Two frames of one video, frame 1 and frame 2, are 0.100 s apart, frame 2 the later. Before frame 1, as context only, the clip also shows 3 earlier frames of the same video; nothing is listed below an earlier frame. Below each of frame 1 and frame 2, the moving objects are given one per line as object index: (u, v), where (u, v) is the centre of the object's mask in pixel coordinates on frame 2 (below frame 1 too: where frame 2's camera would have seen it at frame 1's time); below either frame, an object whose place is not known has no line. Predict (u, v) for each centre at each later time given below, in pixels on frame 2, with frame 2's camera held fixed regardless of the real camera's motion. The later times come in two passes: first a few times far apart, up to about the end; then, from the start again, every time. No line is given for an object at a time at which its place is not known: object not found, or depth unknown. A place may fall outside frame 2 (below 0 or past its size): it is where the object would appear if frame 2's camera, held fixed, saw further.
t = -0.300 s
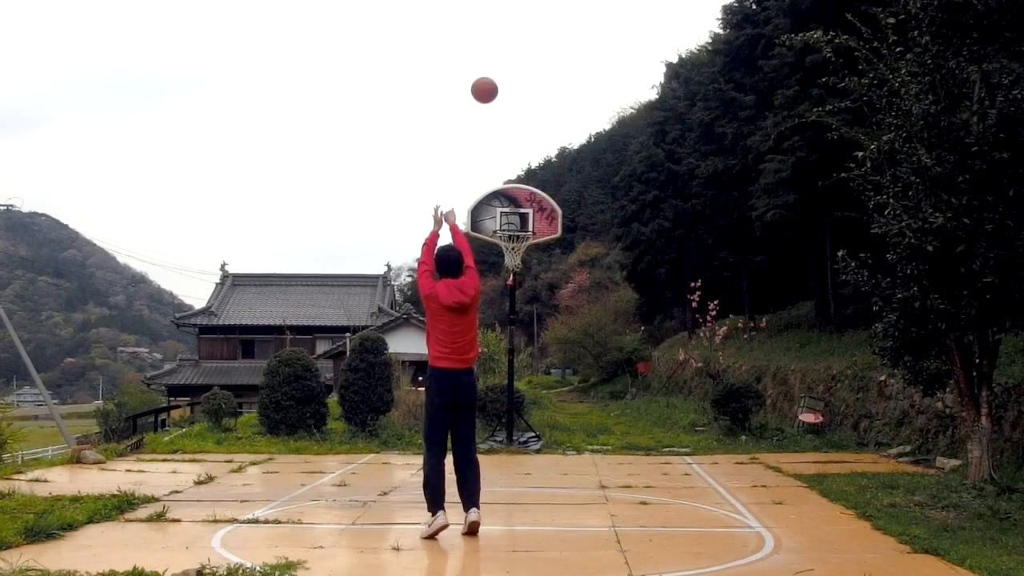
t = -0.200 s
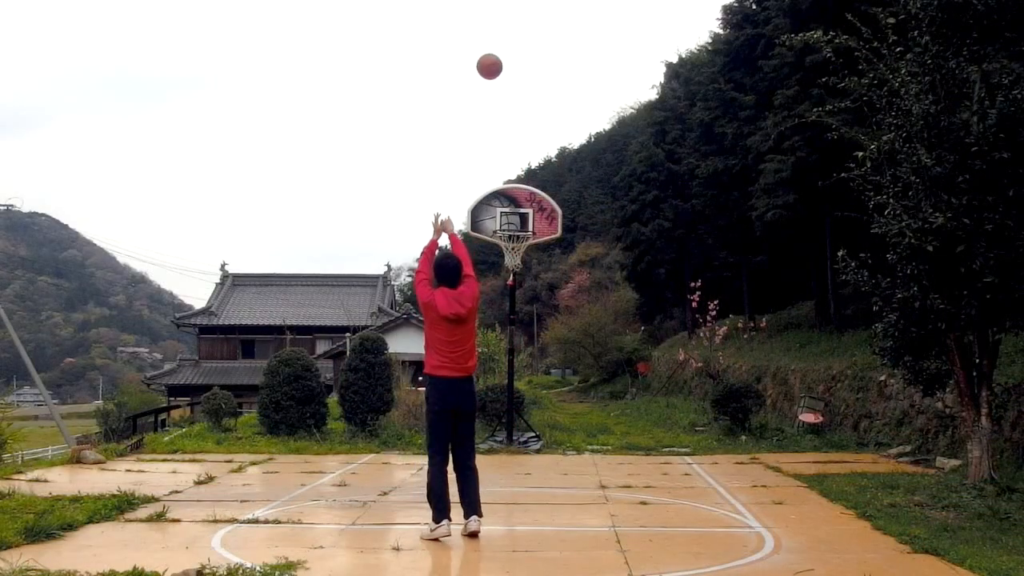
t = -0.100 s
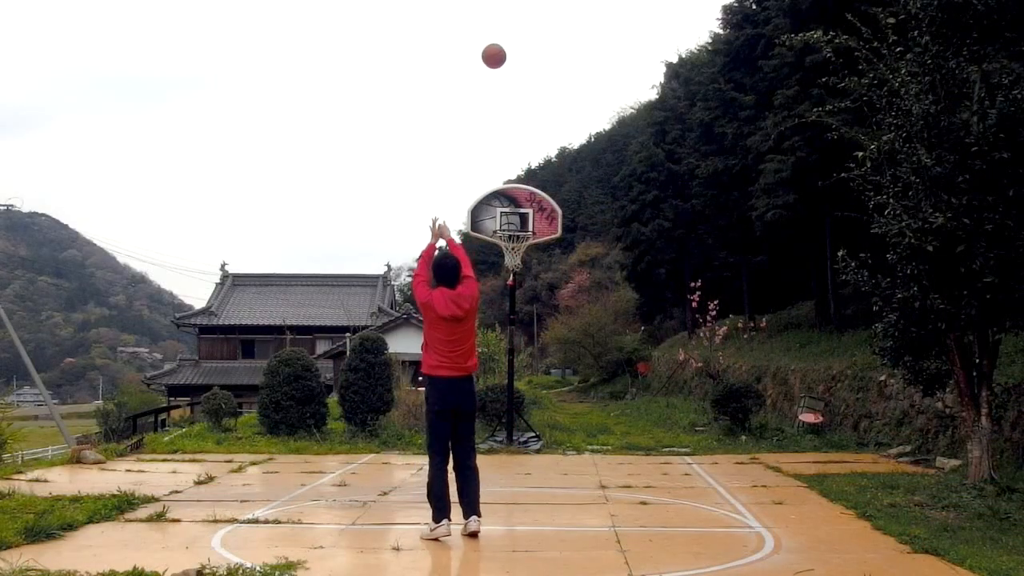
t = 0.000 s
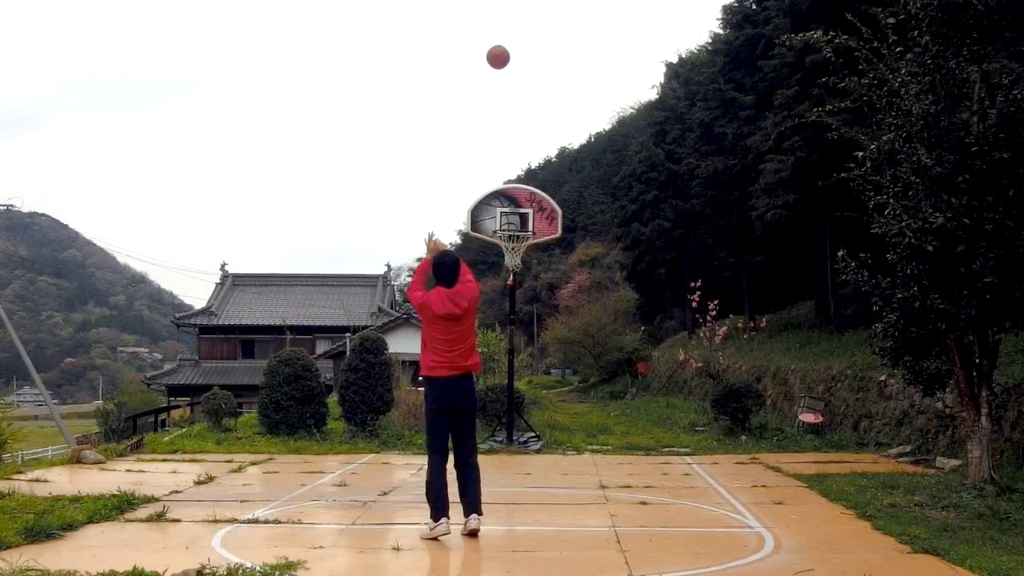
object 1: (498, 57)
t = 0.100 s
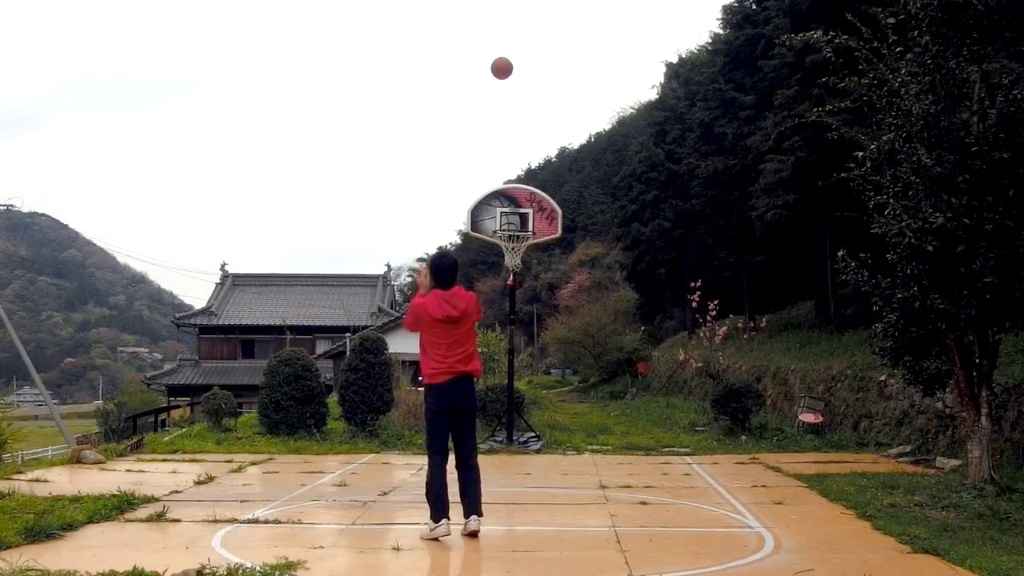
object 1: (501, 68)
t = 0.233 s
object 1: (506, 96)
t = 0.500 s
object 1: (512, 191)
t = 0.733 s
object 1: (516, 271)
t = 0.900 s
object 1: (516, 314)
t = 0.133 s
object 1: (503, 74)
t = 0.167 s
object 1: (504, 80)
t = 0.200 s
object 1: (505, 88)
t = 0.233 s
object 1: (506, 96)
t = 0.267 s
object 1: (506, 106)
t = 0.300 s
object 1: (507, 116)
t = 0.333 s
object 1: (508, 126)
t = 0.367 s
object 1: (509, 138)
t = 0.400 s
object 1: (510, 150)
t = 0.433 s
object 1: (511, 163)
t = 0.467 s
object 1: (512, 177)
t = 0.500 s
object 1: (512, 191)
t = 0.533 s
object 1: (513, 205)
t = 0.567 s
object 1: (514, 221)
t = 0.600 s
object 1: (514, 237)
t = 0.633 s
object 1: (514, 252)
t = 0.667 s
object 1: (515, 261)
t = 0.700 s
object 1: (516, 265)
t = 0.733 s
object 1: (516, 271)
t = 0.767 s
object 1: (515, 278)
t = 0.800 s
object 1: (516, 285)
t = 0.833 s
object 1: (516, 293)
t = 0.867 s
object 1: (516, 303)
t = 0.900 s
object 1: (516, 314)
